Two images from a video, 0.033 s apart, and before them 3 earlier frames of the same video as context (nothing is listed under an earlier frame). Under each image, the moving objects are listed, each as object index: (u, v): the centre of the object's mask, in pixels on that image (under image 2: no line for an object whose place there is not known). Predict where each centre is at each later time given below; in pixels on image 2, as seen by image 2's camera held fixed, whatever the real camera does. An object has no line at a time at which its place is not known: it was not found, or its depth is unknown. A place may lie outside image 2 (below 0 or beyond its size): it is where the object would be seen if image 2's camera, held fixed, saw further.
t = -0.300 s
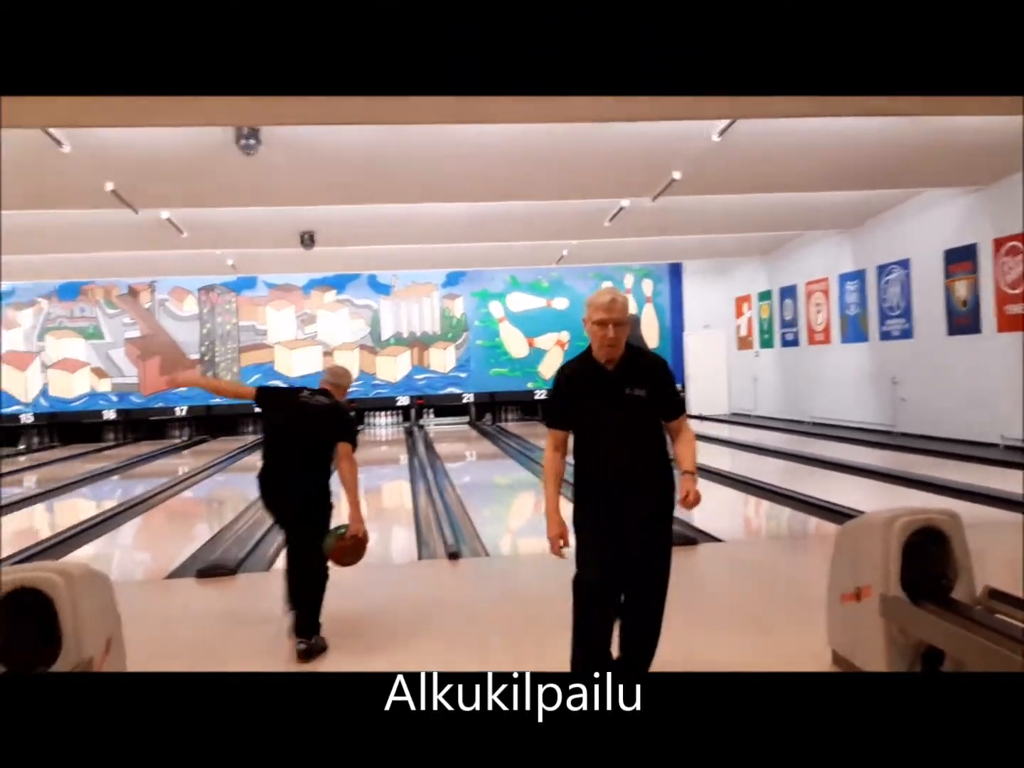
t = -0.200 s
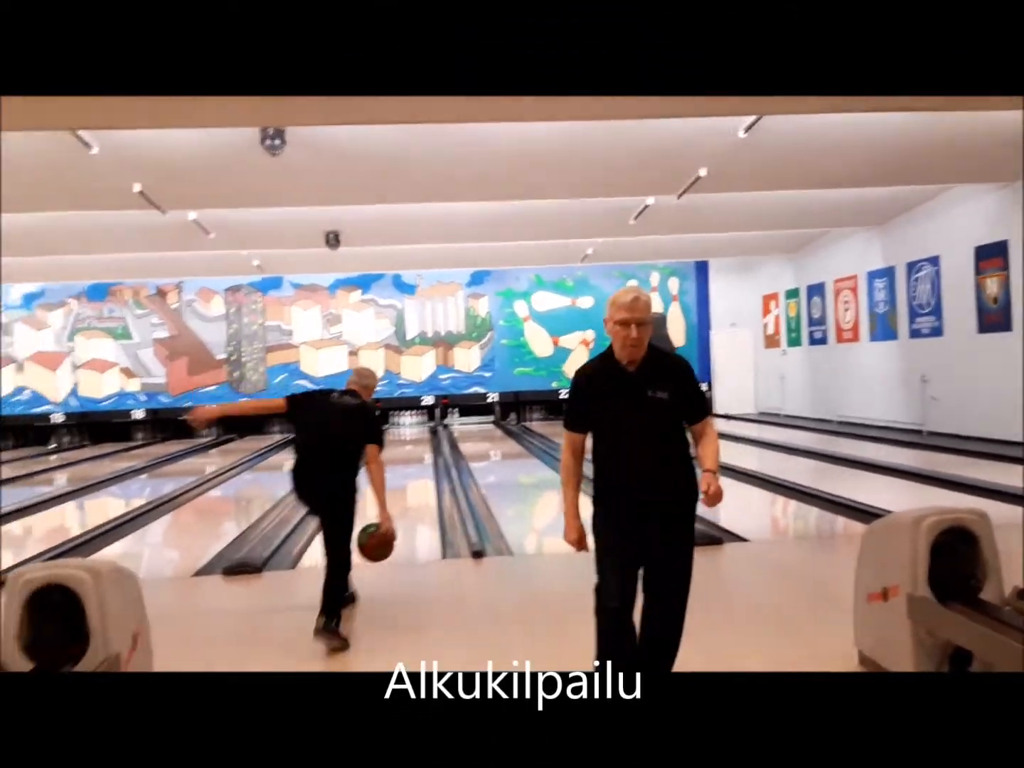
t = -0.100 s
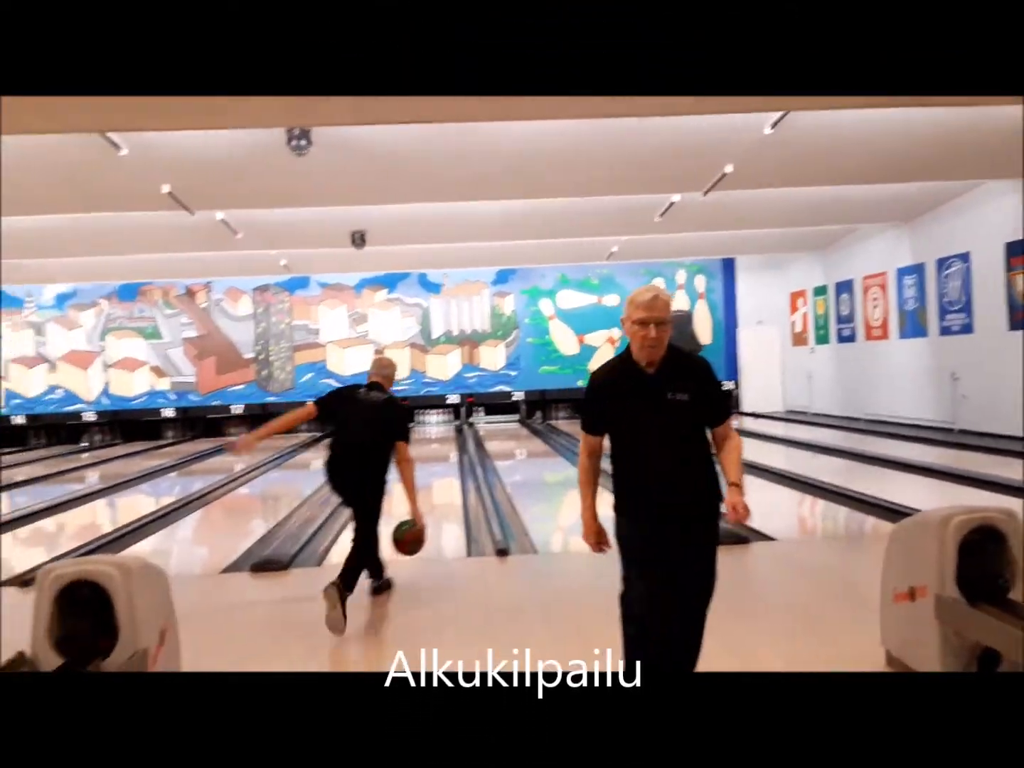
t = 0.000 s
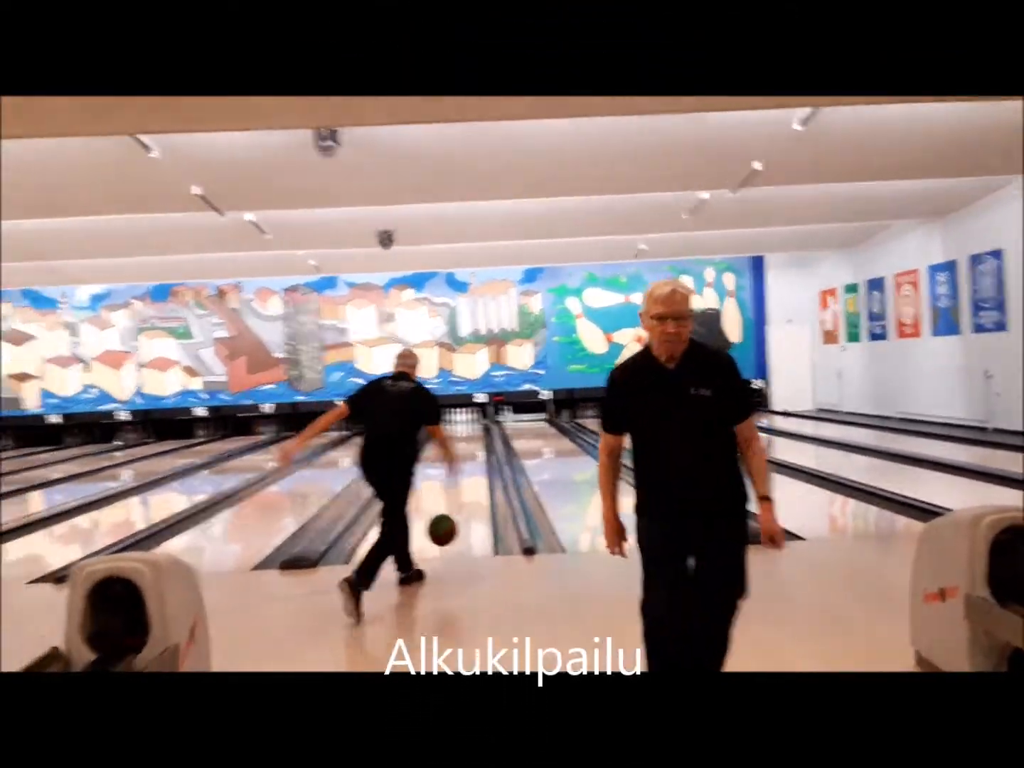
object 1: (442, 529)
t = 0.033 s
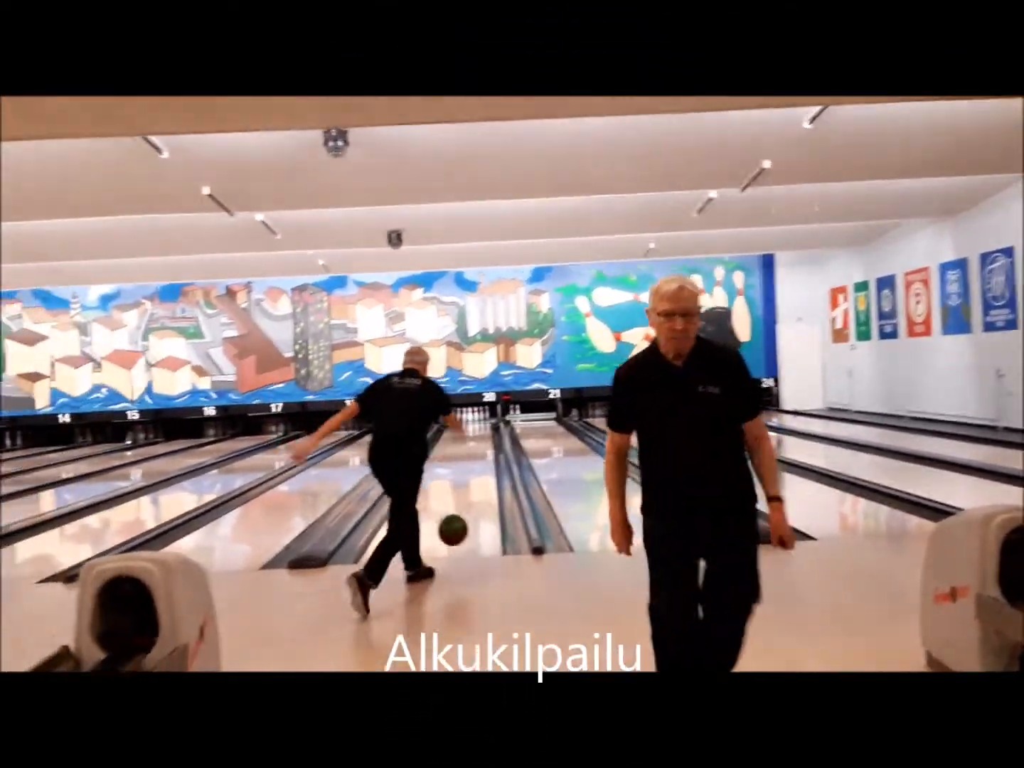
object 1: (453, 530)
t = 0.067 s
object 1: (455, 532)
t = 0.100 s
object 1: (457, 535)
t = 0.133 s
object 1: (459, 539)
